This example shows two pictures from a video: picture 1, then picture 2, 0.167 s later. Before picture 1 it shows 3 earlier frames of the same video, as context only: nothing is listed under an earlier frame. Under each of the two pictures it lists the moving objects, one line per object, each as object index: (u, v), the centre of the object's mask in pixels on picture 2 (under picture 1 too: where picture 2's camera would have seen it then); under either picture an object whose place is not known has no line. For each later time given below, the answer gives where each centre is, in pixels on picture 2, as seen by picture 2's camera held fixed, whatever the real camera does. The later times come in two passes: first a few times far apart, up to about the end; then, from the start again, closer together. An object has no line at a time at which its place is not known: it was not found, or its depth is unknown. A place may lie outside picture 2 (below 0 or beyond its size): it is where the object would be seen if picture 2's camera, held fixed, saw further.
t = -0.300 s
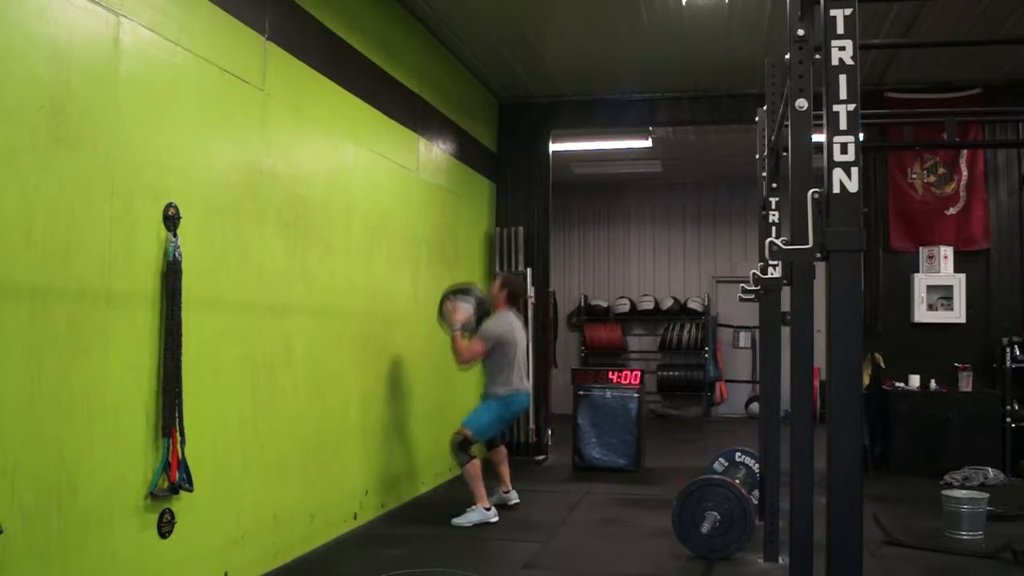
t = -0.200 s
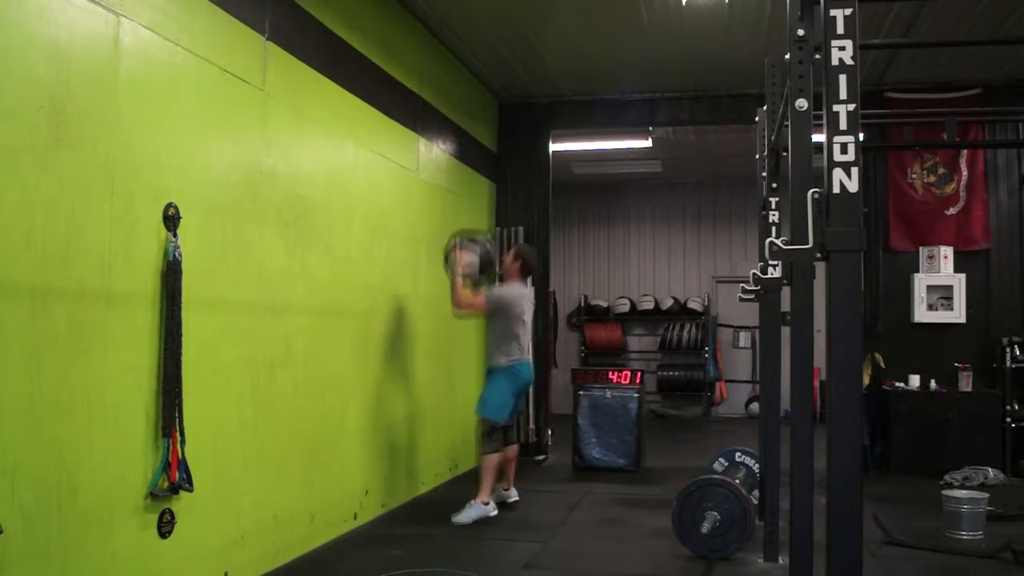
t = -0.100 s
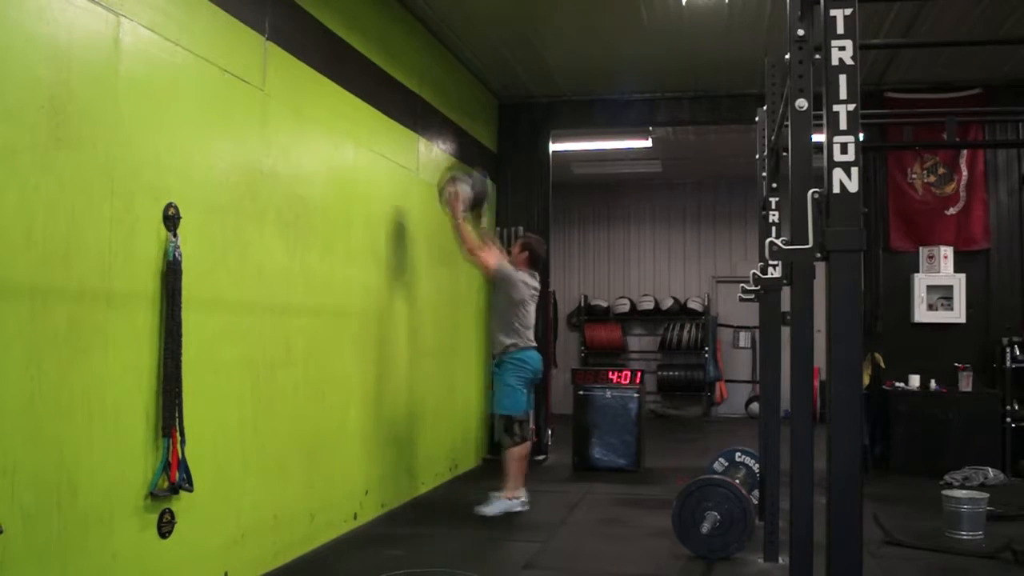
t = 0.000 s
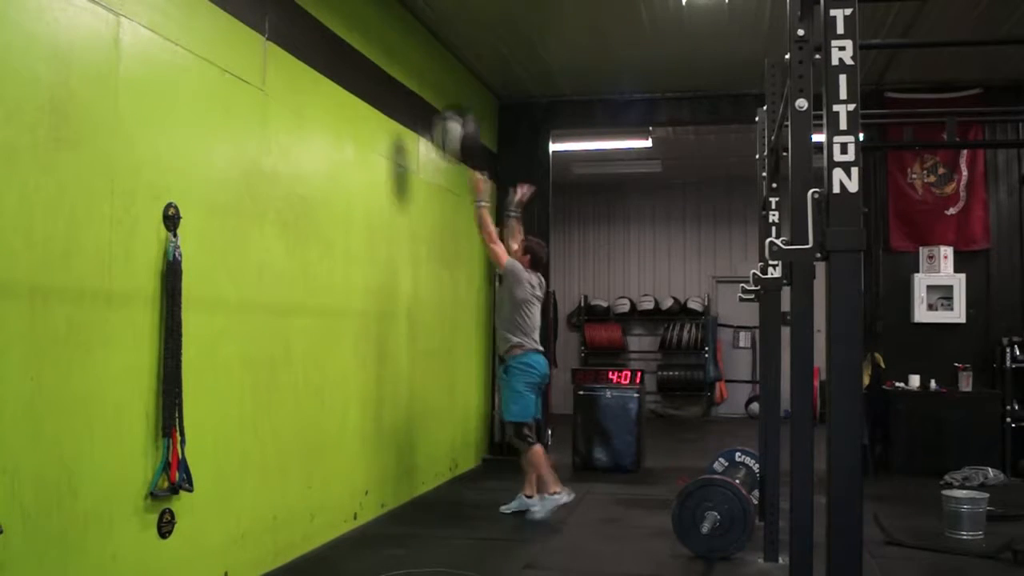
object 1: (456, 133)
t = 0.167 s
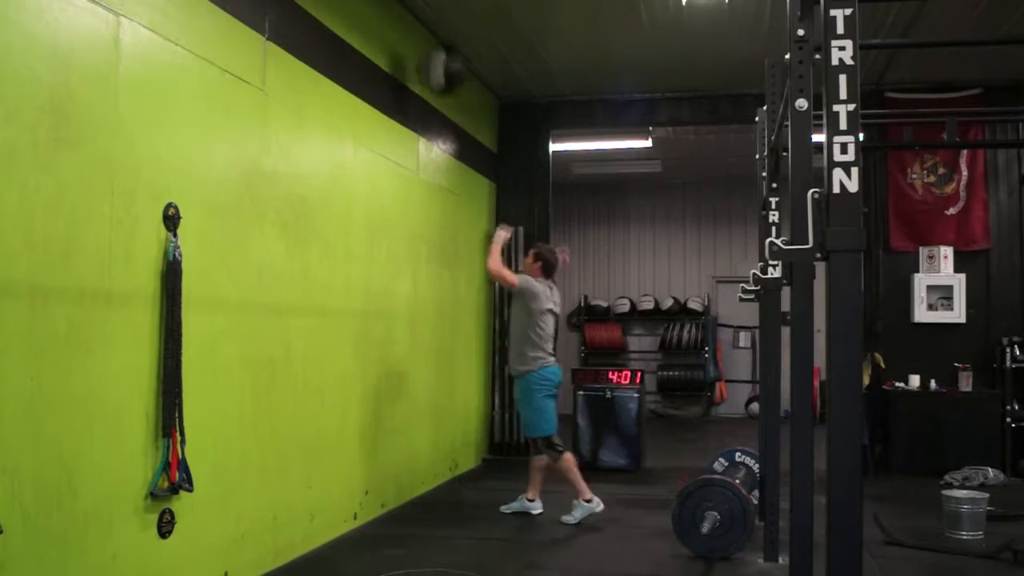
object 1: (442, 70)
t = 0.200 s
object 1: (441, 60)
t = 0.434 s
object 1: (422, 44)
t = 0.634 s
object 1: (422, 75)
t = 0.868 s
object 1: (432, 188)
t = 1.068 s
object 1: (438, 351)
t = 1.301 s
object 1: (446, 465)
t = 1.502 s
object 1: (456, 429)
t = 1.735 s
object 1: (464, 456)
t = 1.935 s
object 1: (470, 479)
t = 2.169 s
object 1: (469, 487)
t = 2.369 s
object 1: (466, 486)
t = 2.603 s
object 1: (466, 486)
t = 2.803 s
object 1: (467, 486)
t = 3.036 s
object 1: (467, 486)
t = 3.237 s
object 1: (467, 486)
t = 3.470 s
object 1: (467, 486)
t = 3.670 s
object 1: (467, 486)
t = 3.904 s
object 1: (467, 486)
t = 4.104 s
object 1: (467, 486)
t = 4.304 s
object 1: (467, 486)
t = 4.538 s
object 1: (467, 486)
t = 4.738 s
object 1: (467, 486)
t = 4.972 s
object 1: (467, 486)
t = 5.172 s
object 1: (467, 486)
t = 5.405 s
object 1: (467, 486)
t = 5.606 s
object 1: (467, 486)
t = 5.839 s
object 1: (467, 486)
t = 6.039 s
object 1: (466, 486)
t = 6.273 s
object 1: (466, 486)
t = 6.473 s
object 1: (467, 486)
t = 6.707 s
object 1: (467, 486)
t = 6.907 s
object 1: (467, 486)
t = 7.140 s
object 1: (467, 486)
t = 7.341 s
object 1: (467, 486)
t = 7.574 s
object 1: (467, 486)
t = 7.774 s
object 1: (467, 486)
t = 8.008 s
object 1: (467, 486)
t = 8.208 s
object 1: (467, 486)
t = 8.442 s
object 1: (467, 486)
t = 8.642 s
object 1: (467, 486)
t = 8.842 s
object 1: (467, 486)
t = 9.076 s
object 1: (467, 486)
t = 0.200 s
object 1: (441, 60)
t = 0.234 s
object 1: (437, 53)
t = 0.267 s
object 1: (437, 48)
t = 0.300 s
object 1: (434, 44)
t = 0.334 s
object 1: (432, 42)
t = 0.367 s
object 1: (429, 41)
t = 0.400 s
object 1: (424, 42)
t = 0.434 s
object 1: (422, 44)
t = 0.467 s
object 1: (418, 47)
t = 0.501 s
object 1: (417, 51)
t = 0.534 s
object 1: (417, 55)
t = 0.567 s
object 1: (416, 60)
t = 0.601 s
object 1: (420, 69)
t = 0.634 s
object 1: (422, 75)
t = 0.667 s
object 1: (425, 83)
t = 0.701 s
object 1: (426, 99)
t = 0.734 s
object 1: (426, 114)
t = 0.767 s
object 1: (429, 131)
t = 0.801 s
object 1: (429, 148)
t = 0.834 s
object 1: (431, 163)
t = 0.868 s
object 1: (432, 188)
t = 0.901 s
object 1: (433, 212)
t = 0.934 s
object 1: (434, 236)
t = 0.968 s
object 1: (435, 262)
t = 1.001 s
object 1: (436, 290)
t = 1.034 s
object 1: (437, 320)
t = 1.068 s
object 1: (438, 351)
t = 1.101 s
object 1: (439, 385)
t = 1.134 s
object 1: (440, 420)
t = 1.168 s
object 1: (440, 454)
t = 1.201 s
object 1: (440, 491)
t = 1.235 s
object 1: (442, 492)
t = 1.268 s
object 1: (445, 476)
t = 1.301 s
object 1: (446, 465)
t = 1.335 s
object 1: (448, 456)
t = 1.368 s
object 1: (450, 448)
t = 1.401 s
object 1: (452, 441)
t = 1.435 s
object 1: (453, 435)
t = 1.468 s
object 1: (455, 431)
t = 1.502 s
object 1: (456, 429)
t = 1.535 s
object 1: (458, 428)
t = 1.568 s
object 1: (459, 429)
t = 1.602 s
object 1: (461, 431)
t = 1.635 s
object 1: (461, 435)
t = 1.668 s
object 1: (463, 440)
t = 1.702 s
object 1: (463, 447)
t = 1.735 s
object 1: (464, 456)
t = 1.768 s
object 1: (466, 464)
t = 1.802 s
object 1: (468, 479)
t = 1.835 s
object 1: (470, 489)
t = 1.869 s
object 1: (471, 488)
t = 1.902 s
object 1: (470, 483)
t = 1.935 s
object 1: (470, 479)
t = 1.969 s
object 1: (470, 477)
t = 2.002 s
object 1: (470, 476)
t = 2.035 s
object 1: (470, 476)
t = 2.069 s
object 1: (470, 478)
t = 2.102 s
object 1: (469, 483)
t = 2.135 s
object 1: (469, 486)
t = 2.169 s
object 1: (469, 487)
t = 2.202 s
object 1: (469, 485)
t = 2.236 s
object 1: (468, 484)
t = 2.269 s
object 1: (467, 485)
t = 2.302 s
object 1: (467, 486)
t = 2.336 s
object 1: (467, 486)
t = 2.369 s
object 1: (466, 486)
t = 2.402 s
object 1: (466, 486)
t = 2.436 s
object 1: (466, 486)
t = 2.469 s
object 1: (466, 486)
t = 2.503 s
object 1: (466, 486)
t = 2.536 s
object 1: (466, 486)
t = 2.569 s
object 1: (466, 486)
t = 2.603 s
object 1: (466, 486)
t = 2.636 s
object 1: (466, 486)
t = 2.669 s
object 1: (466, 486)
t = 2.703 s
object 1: (467, 486)
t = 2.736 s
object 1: (467, 486)
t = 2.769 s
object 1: (467, 486)
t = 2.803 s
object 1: (467, 486)
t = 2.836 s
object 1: (467, 486)
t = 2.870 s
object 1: (467, 486)
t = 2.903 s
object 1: (467, 486)
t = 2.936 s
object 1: (467, 486)
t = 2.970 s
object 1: (467, 486)
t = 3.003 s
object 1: (467, 486)
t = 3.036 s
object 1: (467, 486)
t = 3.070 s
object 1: (467, 486)
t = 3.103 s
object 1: (467, 486)
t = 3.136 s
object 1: (467, 486)
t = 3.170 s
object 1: (467, 486)
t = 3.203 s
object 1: (467, 486)
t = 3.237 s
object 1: (467, 486)
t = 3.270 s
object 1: (467, 486)
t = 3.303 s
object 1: (467, 486)
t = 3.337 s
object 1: (467, 486)
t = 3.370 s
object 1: (467, 486)
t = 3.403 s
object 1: (467, 486)
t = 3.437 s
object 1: (467, 486)
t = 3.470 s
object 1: (467, 486)
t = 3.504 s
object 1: (467, 486)
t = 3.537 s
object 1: (467, 486)
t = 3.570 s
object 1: (467, 486)
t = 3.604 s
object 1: (467, 486)
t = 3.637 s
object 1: (467, 486)
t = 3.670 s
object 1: (467, 486)
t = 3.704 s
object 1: (467, 486)
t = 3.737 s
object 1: (467, 486)
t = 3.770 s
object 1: (467, 486)
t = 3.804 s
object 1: (467, 486)
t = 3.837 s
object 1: (467, 486)
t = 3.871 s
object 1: (467, 486)
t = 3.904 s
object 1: (467, 486)
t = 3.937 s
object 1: (467, 486)
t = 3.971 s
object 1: (467, 486)
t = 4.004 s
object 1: (467, 486)
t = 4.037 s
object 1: (467, 486)
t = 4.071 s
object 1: (467, 486)
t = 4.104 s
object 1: (467, 486)
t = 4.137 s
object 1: (467, 486)
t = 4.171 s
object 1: (467, 486)
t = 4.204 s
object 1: (467, 486)
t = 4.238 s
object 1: (467, 486)
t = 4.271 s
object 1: (467, 486)
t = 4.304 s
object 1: (467, 486)
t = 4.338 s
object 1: (467, 486)
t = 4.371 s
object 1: (467, 486)
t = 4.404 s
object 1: (467, 486)
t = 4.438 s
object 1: (467, 486)
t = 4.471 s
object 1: (467, 486)
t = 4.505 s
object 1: (467, 486)
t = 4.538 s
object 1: (467, 486)
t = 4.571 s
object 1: (467, 486)
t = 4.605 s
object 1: (467, 486)
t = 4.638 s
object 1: (467, 486)
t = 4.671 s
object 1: (467, 486)
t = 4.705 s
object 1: (467, 486)
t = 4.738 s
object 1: (467, 486)
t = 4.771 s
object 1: (467, 486)
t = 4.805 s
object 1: (467, 486)
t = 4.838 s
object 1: (467, 486)
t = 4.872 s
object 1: (467, 486)
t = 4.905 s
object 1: (467, 486)
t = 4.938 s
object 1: (467, 486)
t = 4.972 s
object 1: (467, 486)
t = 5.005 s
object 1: (467, 486)
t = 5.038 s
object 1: (467, 486)
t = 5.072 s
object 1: (467, 486)
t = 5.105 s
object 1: (467, 486)
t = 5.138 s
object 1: (467, 486)
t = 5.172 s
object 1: (467, 486)
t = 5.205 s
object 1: (467, 486)
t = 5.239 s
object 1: (467, 486)
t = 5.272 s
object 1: (467, 486)
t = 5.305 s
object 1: (467, 486)
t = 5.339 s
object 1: (466, 486)
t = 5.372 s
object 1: (467, 486)
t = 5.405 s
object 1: (467, 486)
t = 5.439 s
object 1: (466, 486)
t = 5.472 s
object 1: (466, 486)
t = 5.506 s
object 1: (466, 486)
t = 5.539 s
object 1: (467, 486)
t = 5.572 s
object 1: (467, 486)
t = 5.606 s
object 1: (467, 486)
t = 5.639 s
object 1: (467, 486)
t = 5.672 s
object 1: (467, 486)
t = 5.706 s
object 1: (467, 486)
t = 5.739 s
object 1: (467, 486)
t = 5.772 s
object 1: (467, 486)
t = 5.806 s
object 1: (467, 486)
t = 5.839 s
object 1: (467, 486)
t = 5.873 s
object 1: (466, 486)
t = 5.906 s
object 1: (466, 486)
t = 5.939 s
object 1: (466, 486)
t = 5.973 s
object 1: (466, 486)
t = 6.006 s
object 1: (466, 486)
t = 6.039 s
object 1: (466, 486)
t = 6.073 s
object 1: (466, 486)
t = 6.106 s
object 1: (466, 486)
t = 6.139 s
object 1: (466, 486)
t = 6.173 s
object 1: (466, 486)
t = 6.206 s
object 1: (467, 486)
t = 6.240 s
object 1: (467, 486)
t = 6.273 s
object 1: (466, 486)
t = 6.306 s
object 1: (466, 486)
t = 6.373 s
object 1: (466, 486)
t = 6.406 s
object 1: (467, 486)
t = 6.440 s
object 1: (467, 486)
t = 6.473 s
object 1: (467, 486)
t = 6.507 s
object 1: (467, 486)
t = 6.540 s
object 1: (467, 486)
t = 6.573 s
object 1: (467, 486)
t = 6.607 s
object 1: (467, 486)
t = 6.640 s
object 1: (467, 486)
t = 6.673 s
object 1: (467, 486)
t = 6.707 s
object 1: (467, 486)
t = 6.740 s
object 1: (467, 486)
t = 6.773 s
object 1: (467, 486)
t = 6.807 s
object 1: (467, 486)
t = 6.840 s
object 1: (467, 486)
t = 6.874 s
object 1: (467, 486)
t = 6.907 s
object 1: (467, 486)
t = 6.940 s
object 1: (467, 486)
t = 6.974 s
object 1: (467, 486)
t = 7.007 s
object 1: (467, 486)
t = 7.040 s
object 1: (467, 486)
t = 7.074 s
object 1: (467, 486)
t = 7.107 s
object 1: (467, 486)
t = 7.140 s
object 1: (467, 486)
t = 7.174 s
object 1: (467, 486)
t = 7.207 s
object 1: (467, 486)
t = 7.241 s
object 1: (467, 486)
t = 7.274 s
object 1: (467, 486)
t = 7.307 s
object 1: (467, 486)
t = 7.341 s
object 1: (467, 486)
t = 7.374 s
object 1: (467, 486)
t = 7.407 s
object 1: (467, 486)
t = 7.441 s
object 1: (467, 486)
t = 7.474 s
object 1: (467, 486)
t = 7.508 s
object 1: (467, 486)
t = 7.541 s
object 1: (467, 486)
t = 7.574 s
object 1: (467, 486)
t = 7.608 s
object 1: (467, 486)
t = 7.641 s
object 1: (467, 486)
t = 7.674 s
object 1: (467, 486)
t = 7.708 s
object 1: (467, 486)
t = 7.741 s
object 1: (467, 486)
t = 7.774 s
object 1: (467, 486)
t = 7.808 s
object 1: (467, 486)
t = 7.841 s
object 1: (467, 486)
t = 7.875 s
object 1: (467, 486)
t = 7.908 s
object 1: (467, 486)
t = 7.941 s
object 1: (467, 486)
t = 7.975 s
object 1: (467, 486)
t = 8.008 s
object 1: (467, 486)
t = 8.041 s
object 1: (467, 486)
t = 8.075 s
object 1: (467, 486)
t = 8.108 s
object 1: (467, 486)
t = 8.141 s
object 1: (467, 486)
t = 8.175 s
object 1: (467, 486)
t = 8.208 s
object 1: (467, 486)
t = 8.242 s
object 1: (467, 486)
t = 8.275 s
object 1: (467, 486)
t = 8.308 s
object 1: (467, 486)
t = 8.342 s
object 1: (467, 486)
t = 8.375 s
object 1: (467, 486)
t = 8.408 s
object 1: (467, 486)
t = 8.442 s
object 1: (467, 486)
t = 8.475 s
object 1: (467, 486)
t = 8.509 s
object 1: (467, 486)
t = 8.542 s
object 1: (467, 486)
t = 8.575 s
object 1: (467, 486)
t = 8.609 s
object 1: (467, 486)
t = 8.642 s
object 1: (467, 486)
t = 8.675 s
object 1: (467, 486)
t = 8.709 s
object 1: (467, 486)
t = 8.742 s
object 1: (467, 486)
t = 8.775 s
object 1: (467, 486)
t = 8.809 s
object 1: (467, 486)
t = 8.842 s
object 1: (467, 486)
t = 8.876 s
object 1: (467, 486)
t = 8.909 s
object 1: (467, 486)
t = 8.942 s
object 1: (467, 486)
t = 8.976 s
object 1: (467, 486)
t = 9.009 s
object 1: (467, 486)
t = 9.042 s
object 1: (467, 486)
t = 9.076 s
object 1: (467, 486)
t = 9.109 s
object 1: (467, 486)
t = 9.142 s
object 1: (467, 486)
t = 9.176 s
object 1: (467, 486)
